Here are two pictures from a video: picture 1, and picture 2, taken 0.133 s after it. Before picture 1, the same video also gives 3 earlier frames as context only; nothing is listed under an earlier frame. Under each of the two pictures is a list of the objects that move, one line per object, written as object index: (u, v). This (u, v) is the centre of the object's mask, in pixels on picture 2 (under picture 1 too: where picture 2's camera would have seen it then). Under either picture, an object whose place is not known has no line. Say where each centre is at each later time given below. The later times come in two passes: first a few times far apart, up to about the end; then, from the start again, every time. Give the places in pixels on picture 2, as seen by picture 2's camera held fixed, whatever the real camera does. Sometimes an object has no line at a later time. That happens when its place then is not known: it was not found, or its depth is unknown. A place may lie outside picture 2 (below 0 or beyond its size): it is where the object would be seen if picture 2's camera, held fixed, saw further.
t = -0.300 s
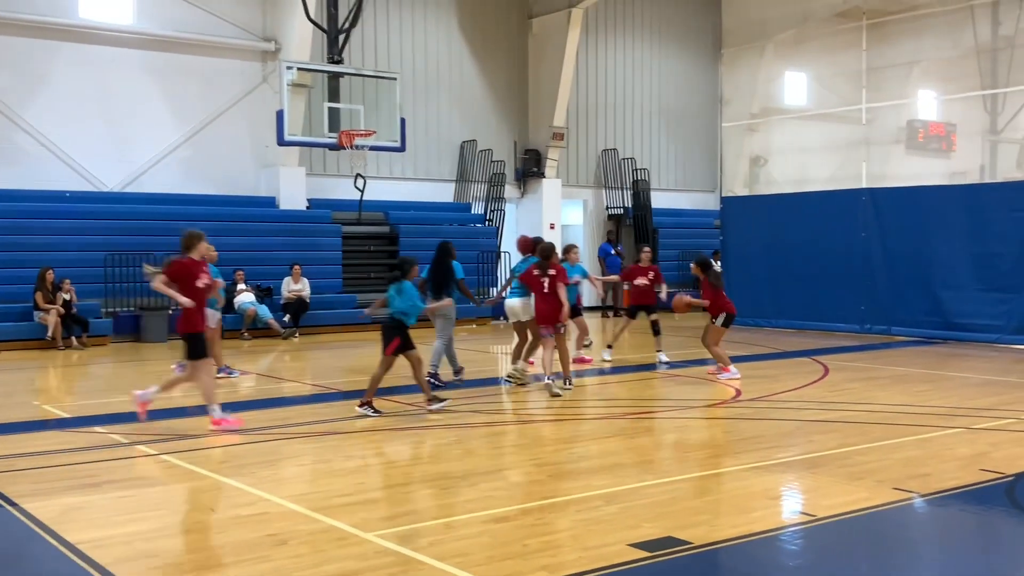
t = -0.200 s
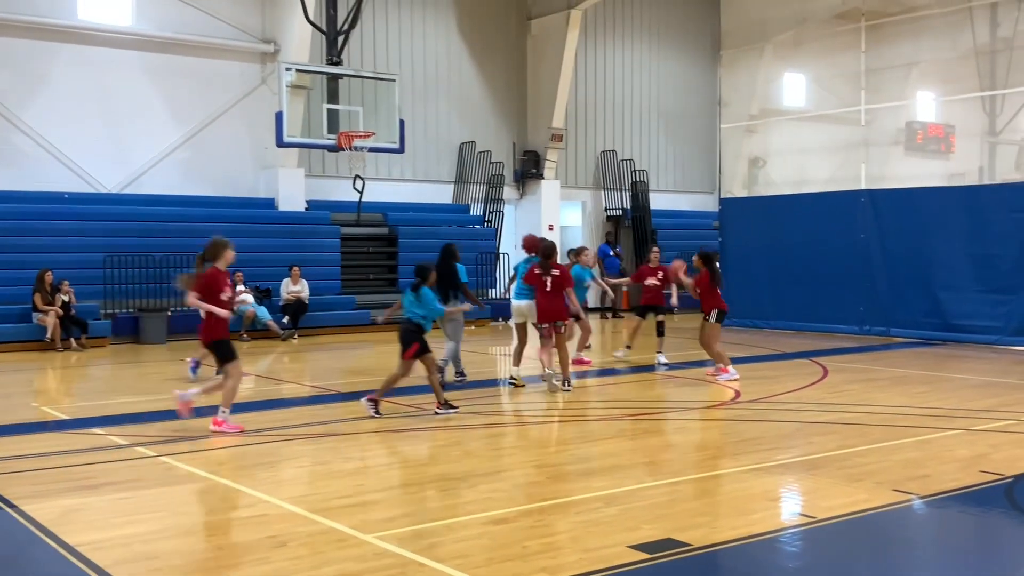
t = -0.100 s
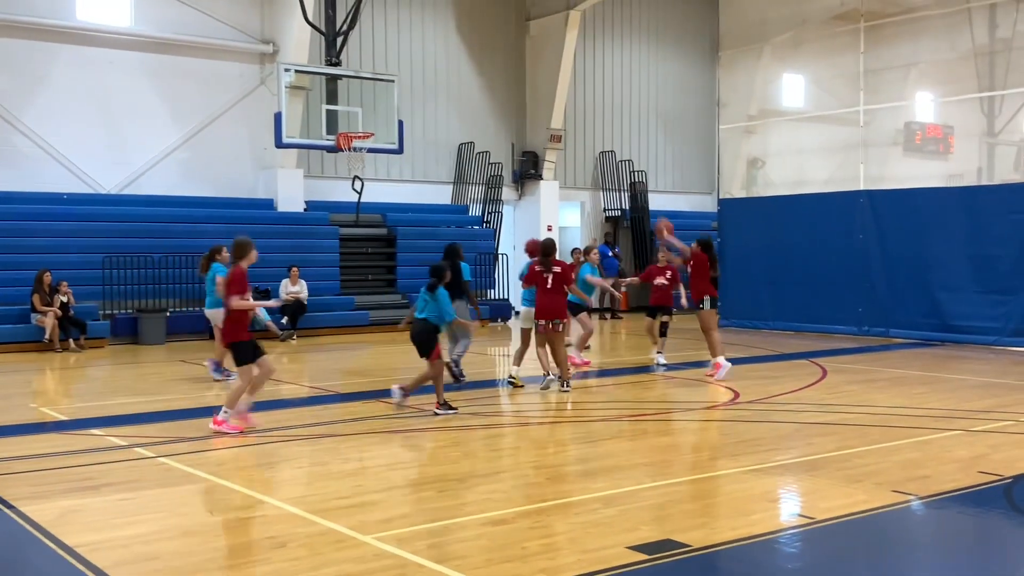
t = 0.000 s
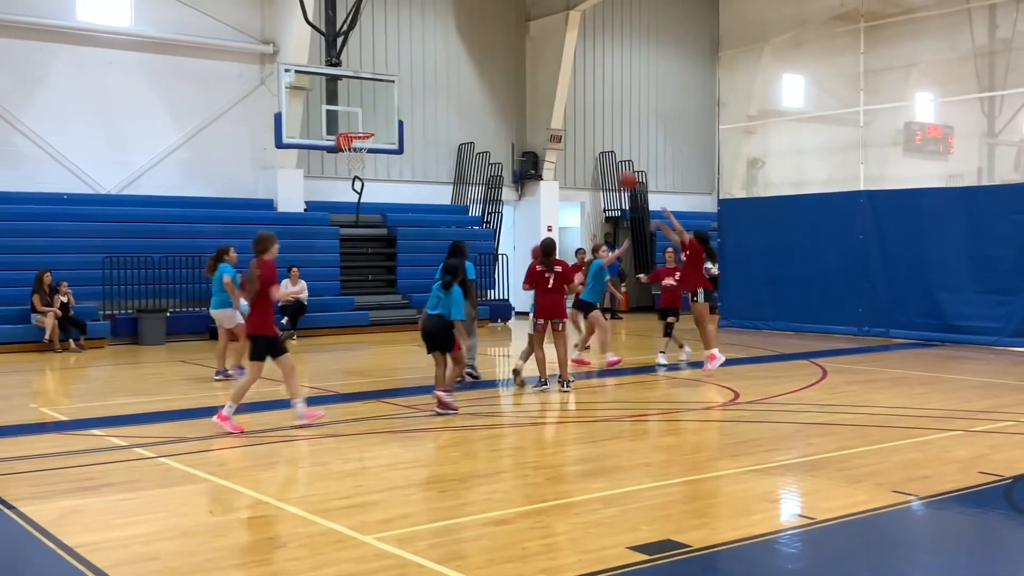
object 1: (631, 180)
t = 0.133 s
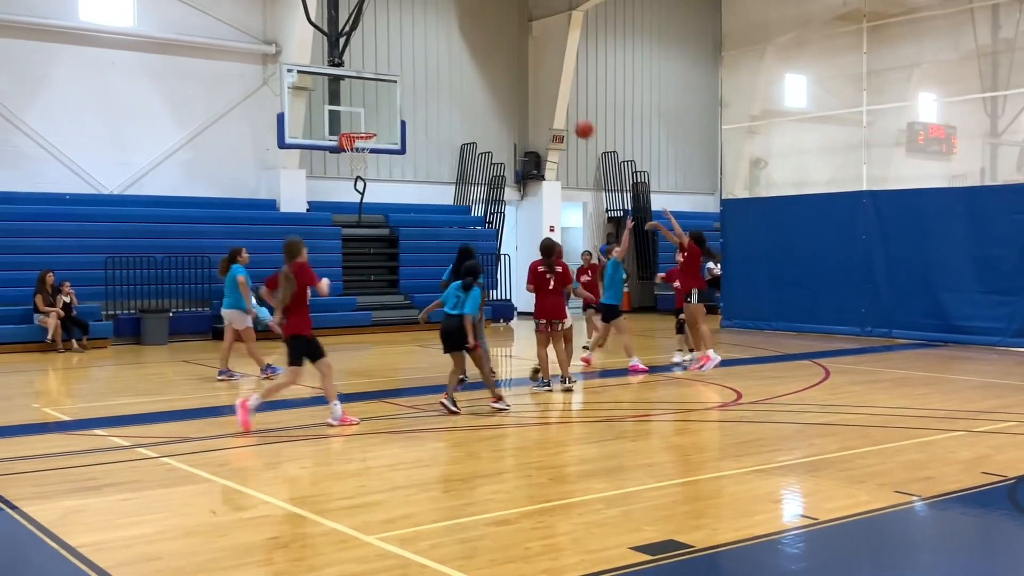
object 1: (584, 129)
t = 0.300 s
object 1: (530, 88)
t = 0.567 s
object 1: (450, 70)
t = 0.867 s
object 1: (370, 113)
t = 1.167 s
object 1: (338, 81)
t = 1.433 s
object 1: (331, 74)
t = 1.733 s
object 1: (323, 128)
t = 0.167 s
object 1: (573, 119)
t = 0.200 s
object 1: (562, 110)
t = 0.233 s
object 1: (551, 102)
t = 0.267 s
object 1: (540, 94)
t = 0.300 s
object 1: (530, 88)
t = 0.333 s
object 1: (519, 83)
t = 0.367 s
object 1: (509, 79)
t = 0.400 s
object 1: (499, 75)
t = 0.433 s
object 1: (489, 73)
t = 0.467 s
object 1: (479, 70)
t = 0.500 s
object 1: (469, 70)
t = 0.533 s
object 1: (460, 70)
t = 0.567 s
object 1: (450, 70)
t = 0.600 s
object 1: (441, 72)
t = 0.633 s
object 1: (431, 75)
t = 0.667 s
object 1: (422, 78)
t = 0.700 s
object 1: (413, 82)
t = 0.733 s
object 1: (404, 86)
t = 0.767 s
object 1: (396, 92)
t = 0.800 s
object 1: (386, 98)
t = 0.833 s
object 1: (378, 106)
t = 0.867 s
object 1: (370, 113)
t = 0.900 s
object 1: (362, 121)
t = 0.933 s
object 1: (354, 127)
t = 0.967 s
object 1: (351, 119)
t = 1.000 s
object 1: (349, 111)
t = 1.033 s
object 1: (347, 103)
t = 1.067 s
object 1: (345, 97)
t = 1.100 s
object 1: (343, 90)
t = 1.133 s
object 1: (341, 85)
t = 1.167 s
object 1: (338, 81)
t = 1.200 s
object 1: (336, 77)
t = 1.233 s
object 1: (336, 74)
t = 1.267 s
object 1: (335, 73)
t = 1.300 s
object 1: (334, 71)
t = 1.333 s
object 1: (333, 71)
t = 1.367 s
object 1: (332, 71)
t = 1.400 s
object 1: (331, 72)
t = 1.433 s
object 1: (331, 74)
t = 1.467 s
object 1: (329, 77)
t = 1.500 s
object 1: (328, 80)
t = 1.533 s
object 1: (327, 84)
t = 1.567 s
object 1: (326, 90)
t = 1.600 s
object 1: (325, 96)
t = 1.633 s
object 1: (325, 102)
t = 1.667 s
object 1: (324, 111)
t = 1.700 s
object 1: (323, 118)
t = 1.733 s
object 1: (323, 128)
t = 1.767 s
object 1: (322, 138)
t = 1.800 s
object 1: (321, 149)
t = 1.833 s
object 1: (320, 160)
